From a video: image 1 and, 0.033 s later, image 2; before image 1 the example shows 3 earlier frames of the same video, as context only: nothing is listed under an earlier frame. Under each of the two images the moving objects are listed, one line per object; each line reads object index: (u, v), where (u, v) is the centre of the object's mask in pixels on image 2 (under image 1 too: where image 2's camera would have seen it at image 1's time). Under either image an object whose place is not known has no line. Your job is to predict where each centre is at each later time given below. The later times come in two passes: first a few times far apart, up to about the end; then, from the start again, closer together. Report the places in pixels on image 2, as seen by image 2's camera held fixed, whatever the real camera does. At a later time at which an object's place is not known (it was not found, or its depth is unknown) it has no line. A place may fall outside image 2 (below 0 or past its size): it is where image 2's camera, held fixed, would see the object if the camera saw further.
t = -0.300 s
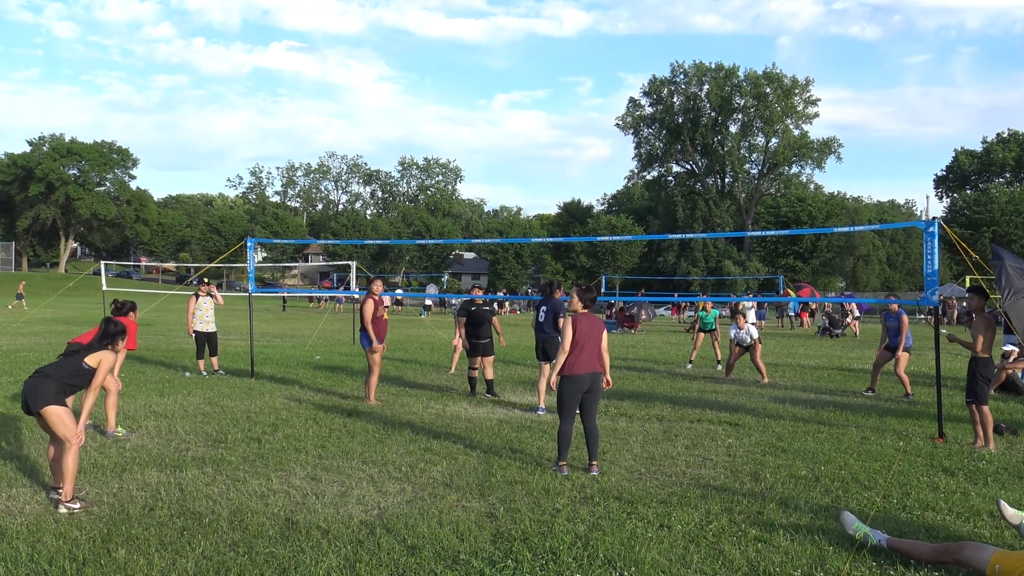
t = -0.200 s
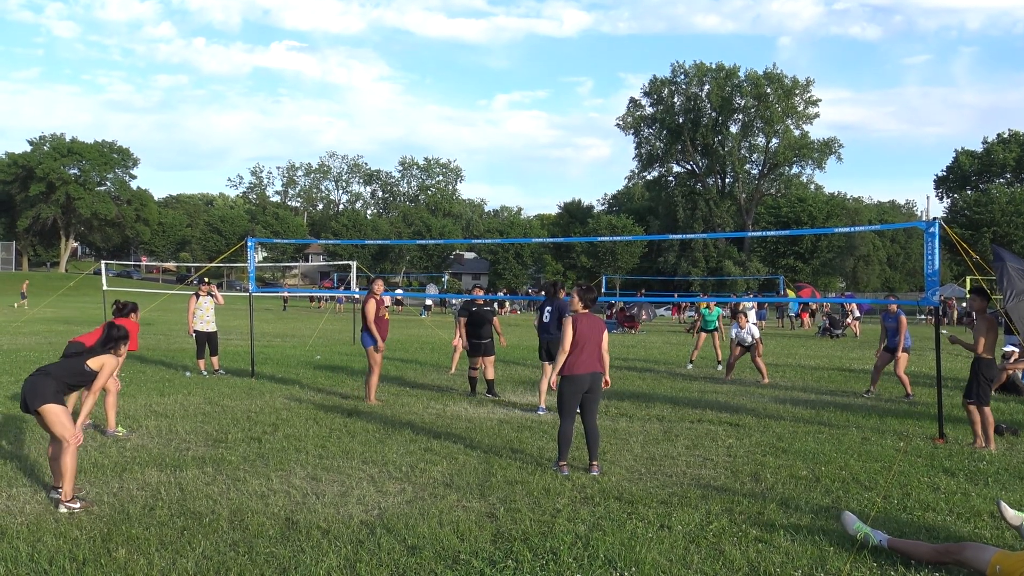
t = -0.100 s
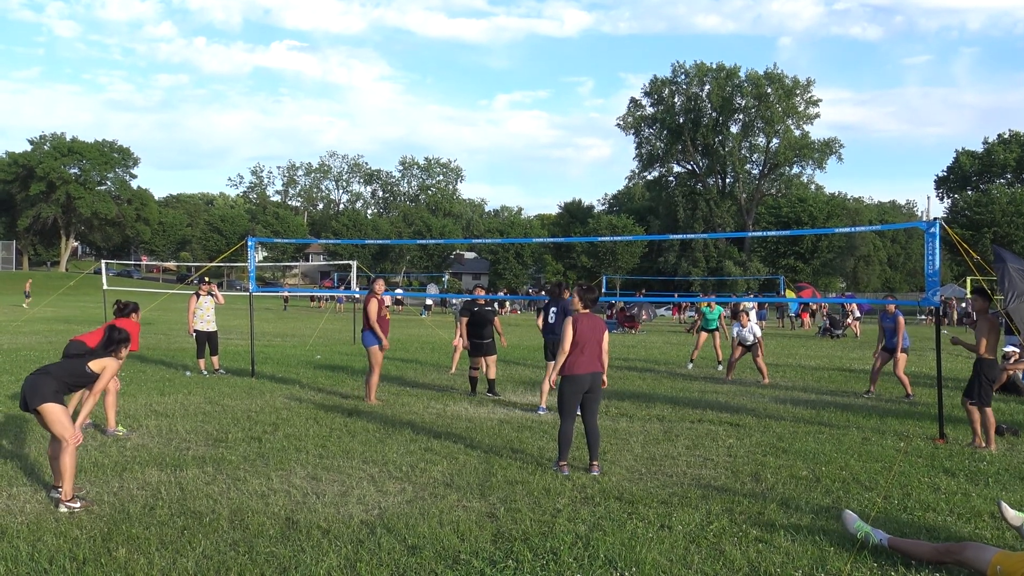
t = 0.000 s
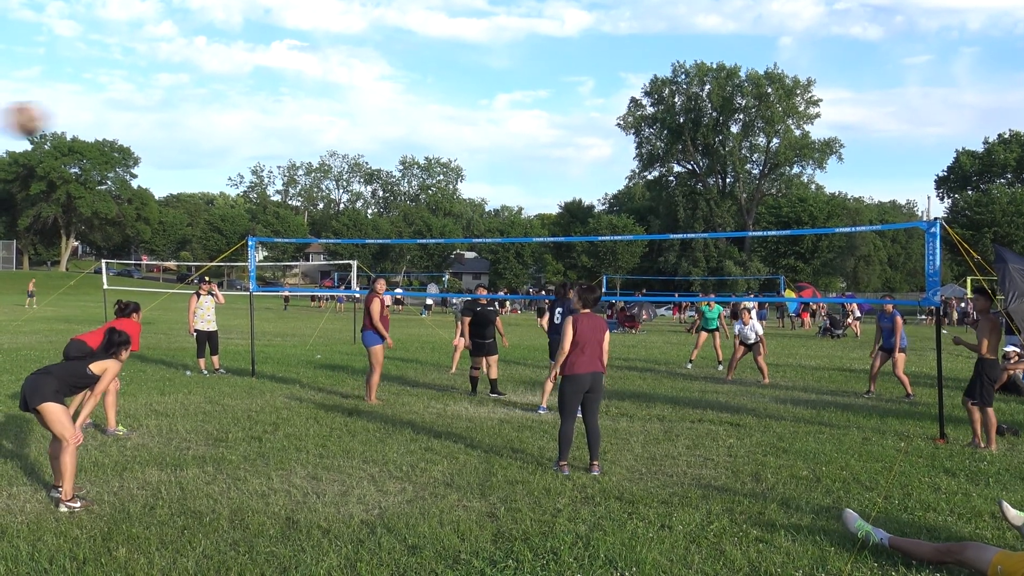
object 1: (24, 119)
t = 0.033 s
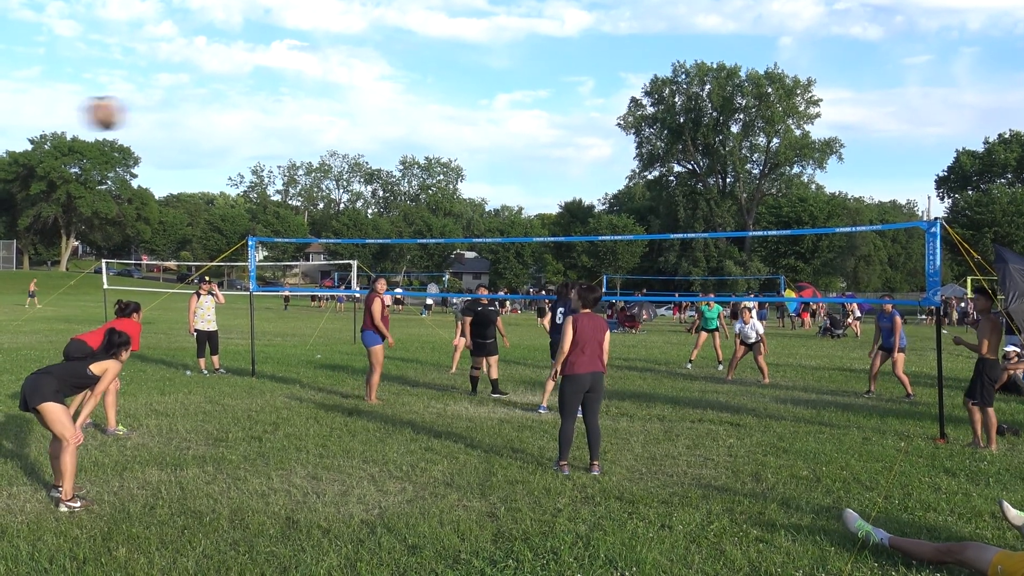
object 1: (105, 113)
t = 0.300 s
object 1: (445, 125)
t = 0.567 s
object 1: (591, 186)
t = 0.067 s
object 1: (170, 109)
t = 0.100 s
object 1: (227, 107)
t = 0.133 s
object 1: (275, 107)
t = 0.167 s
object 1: (318, 108)
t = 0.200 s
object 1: (355, 111)
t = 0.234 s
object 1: (389, 115)
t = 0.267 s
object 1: (418, 120)
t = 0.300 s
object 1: (445, 125)
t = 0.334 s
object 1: (470, 132)
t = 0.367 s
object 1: (492, 139)
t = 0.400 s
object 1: (513, 146)
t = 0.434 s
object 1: (532, 153)
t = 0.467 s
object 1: (548, 161)
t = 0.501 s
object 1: (563, 169)
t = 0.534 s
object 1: (578, 177)
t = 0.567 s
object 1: (591, 186)
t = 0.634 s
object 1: (615, 205)
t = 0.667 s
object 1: (625, 214)
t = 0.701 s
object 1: (634, 225)
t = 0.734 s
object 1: (642, 231)
